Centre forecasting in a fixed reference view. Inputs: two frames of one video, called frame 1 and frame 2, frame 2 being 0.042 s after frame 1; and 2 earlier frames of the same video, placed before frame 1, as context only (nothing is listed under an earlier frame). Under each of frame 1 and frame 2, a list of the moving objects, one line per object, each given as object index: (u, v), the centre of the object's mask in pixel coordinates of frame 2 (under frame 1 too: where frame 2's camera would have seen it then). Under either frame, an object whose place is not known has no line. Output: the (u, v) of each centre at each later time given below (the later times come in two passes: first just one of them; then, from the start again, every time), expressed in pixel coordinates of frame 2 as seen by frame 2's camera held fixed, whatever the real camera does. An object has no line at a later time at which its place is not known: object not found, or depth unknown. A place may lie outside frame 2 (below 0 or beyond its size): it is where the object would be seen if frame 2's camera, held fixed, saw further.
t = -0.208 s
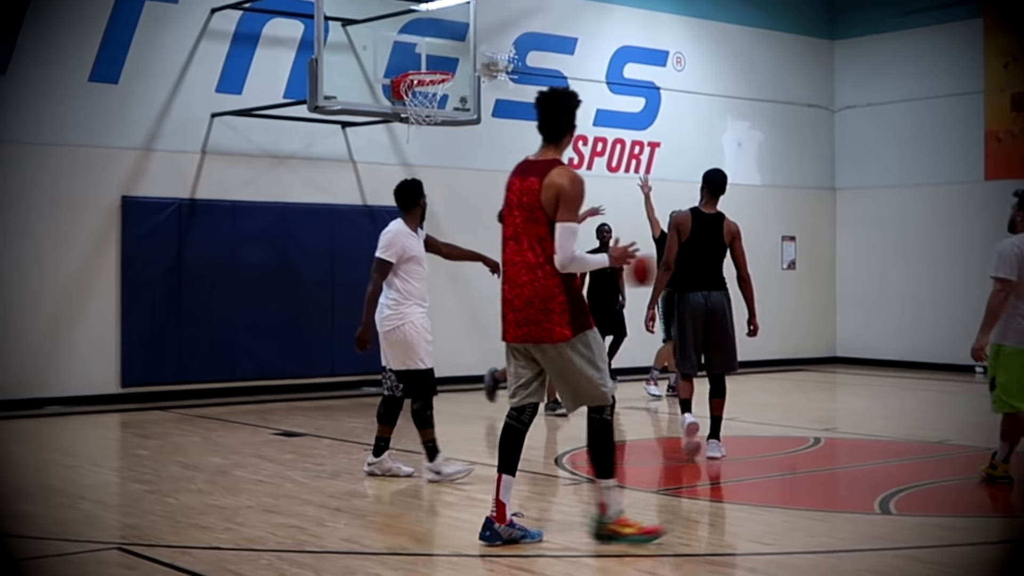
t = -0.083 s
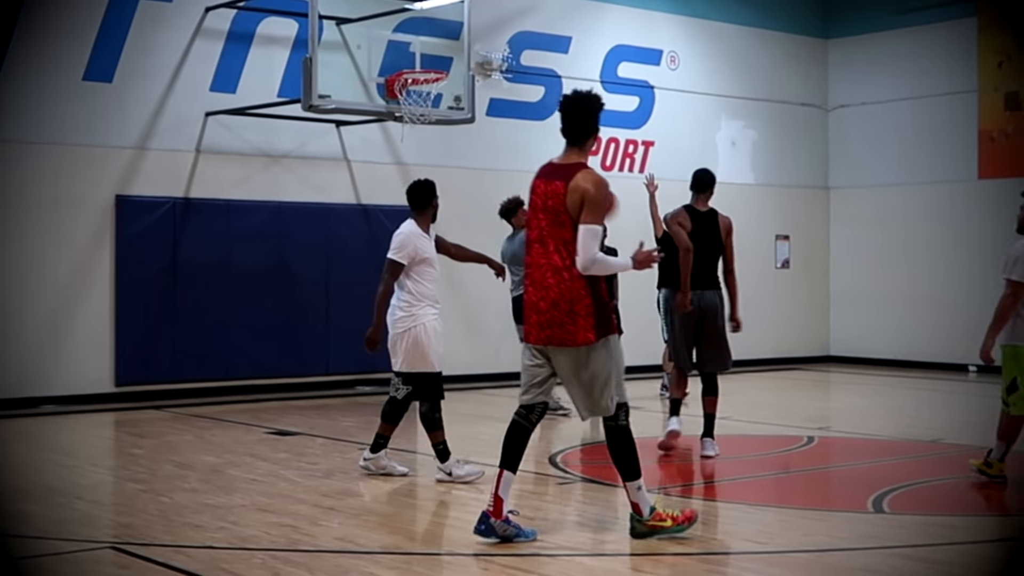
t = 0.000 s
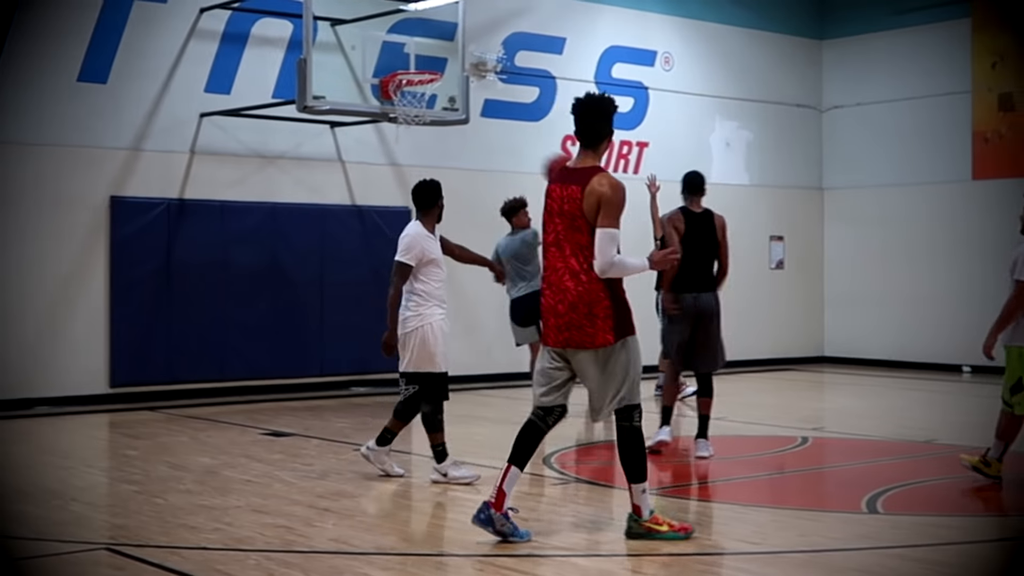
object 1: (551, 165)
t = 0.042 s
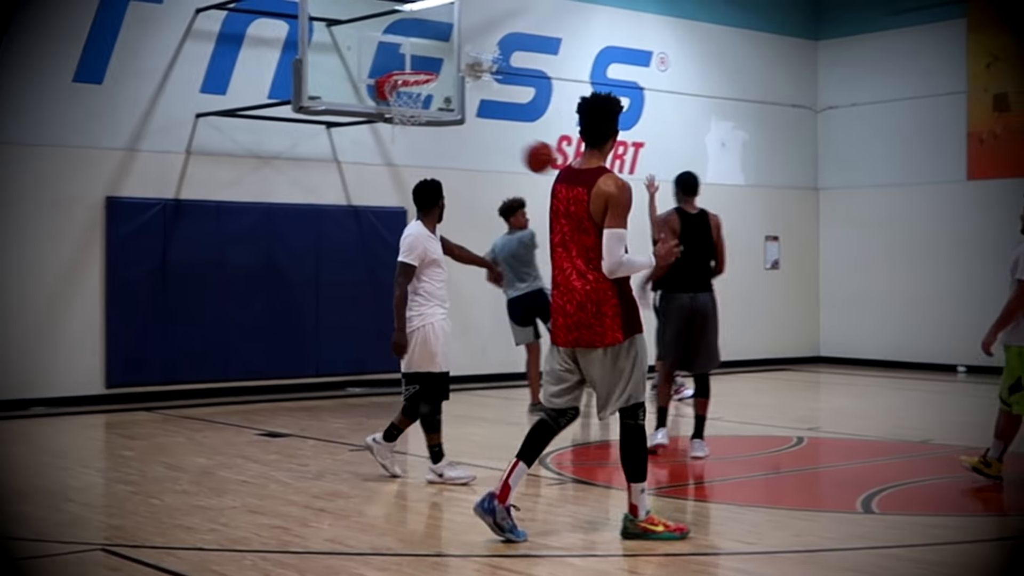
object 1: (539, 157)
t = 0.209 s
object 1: (476, 128)
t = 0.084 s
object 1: (523, 146)
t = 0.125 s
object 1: (507, 138)
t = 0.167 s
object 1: (491, 132)
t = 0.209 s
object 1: (476, 128)
